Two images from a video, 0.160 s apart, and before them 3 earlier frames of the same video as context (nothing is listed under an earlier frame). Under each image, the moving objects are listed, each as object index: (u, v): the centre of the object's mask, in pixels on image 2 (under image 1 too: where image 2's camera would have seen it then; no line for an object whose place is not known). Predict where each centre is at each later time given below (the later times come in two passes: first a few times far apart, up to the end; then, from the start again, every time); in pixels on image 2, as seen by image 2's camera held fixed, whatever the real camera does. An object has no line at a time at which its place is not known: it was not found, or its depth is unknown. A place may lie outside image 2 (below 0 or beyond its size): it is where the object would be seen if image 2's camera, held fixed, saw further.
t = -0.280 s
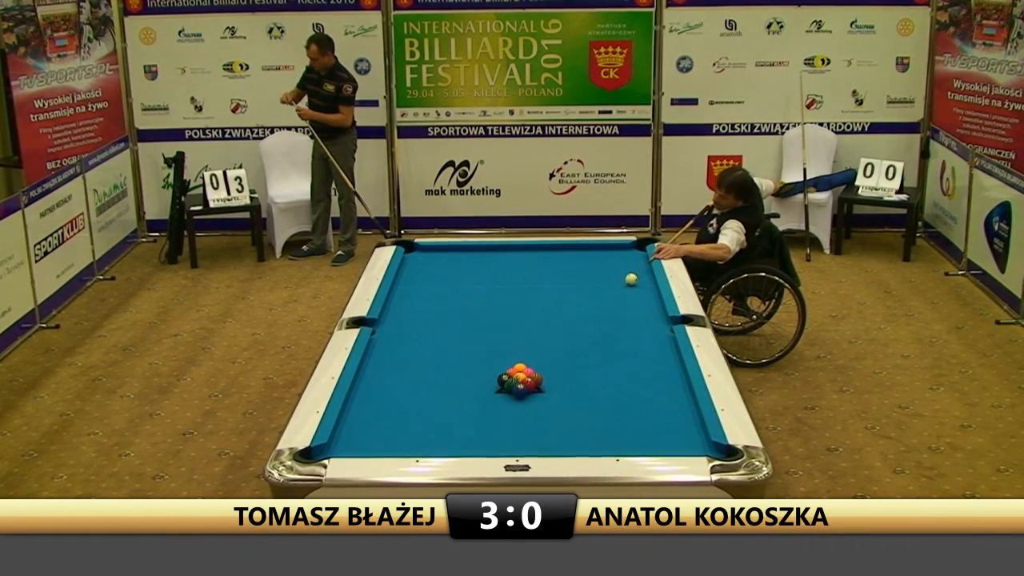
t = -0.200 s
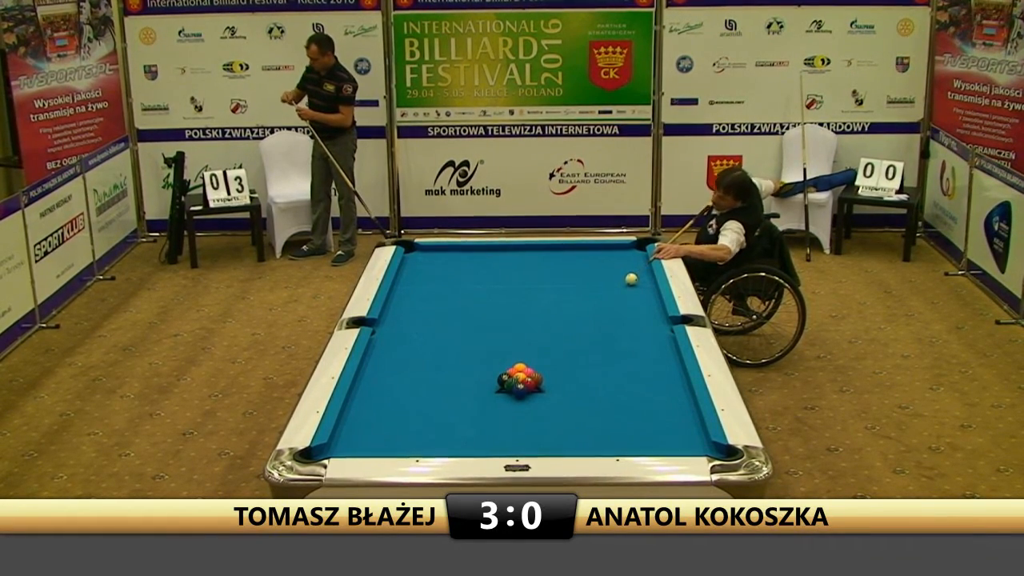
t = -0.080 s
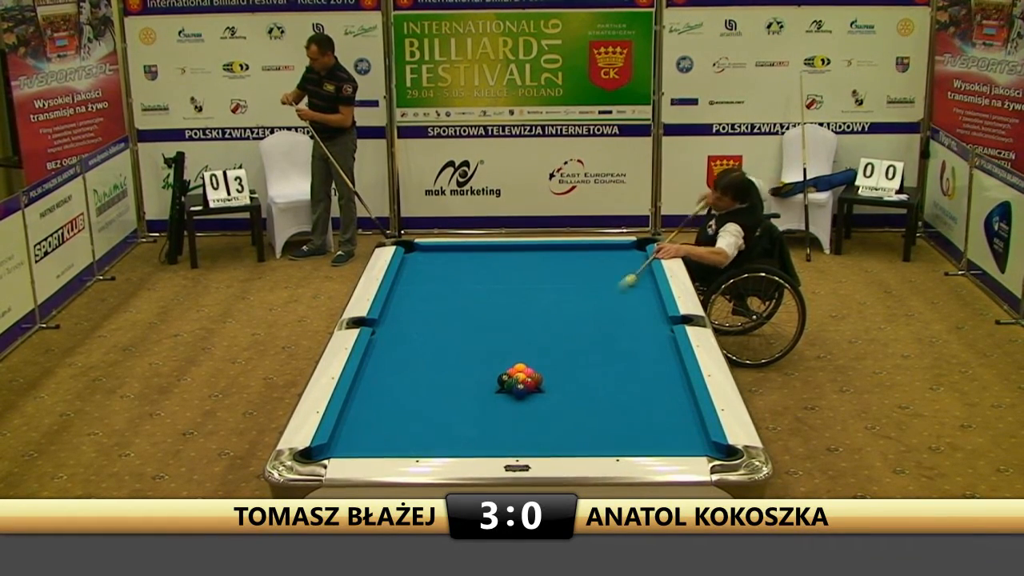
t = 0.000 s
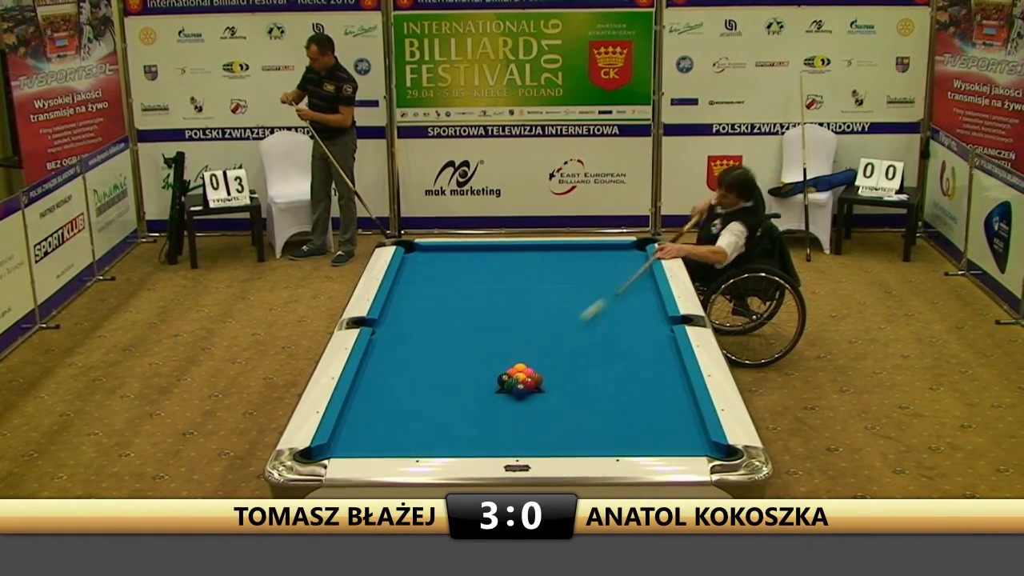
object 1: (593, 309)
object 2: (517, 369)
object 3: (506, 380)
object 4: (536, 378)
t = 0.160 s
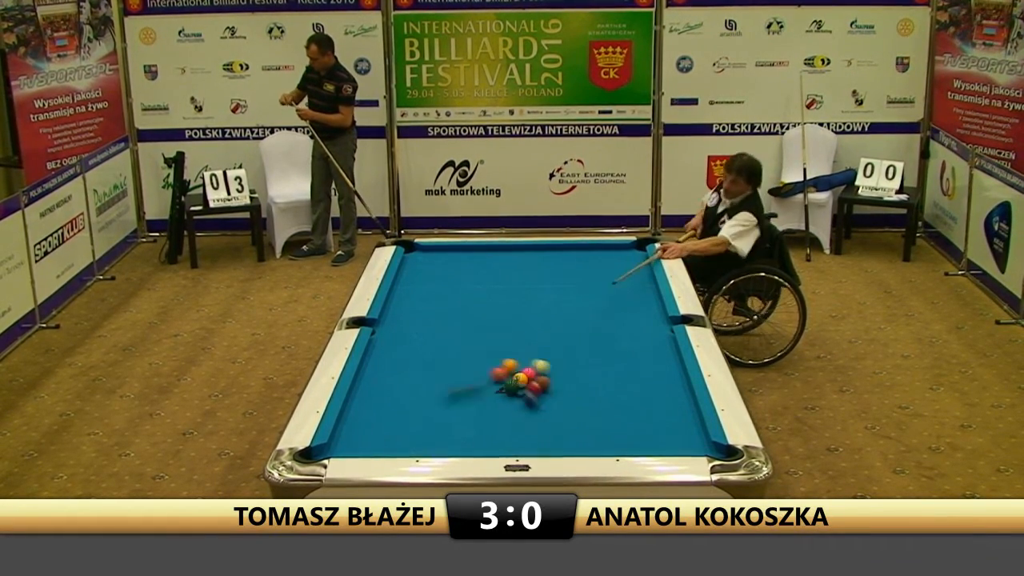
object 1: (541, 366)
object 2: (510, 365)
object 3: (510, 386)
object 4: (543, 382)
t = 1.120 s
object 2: (389, 311)
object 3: (498, 418)
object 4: (655, 403)
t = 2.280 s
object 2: (466, 275)
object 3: (488, 445)
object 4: (617, 380)
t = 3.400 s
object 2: (517, 252)
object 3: (491, 443)
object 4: (597, 368)
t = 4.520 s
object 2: (552, 253)
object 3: (491, 443)
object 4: (590, 364)
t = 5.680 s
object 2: (574, 259)
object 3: (491, 443)
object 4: (590, 363)
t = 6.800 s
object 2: (583, 261)
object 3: (491, 443)
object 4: (590, 363)
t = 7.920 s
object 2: (583, 261)
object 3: (491, 443)
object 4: (590, 363)
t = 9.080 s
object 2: (583, 261)
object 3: (491, 443)
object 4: (590, 363)
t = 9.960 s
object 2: (583, 261)
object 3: (491, 443)
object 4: (590, 363)
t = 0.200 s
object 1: (551, 368)
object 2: (501, 364)
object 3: (510, 388)
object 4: (549, 385)
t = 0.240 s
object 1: (561, 370)
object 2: (493, 362)
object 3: (509, 389)
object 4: (555, 387)
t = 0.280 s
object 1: (570, 372)
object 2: (487, 358)
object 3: (509, 390)
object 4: (560, 390)
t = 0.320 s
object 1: (579, 374)
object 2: (481, 356)
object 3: (509, 391)
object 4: (565, 393)
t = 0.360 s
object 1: (587, 375)
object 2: (475, 354)
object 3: (508, 392)
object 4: (570, 395)
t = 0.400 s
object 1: (594, 378)
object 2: (470, 351)
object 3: (507, 392)
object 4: (576, 397)
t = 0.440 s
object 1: (602, 380)
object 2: (464, 348)
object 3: (507, 394)
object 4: (582, 400)
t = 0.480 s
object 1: (610, 382)
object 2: (458, 346)
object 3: (506, 395)
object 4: (587, 402)
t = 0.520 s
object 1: (618, 384)
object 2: (453, 343)
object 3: (506, 396)
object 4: (593, 405)
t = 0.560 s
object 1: (625, 386)
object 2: (448, 341)
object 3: (505, 400)
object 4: (599, 407)
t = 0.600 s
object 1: (633, 388)
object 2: (443, 339)
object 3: (505, 400)
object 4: (604, 409)
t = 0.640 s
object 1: (642, 391)
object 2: (438, 336)
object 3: (505, 400)
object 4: (610, 411)
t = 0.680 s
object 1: (649, 393)
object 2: (433, 334)
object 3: (505, 400)
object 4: (616, 413)
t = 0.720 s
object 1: (657, 395)
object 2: (428, 332)
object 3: (505, 401)
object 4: (622, 413)
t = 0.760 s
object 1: (665, 397)
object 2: (423, 330)
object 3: (504, 401)
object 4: (629, 415)
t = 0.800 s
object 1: (674, 399)
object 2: (418, 327)
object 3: (502, 408)
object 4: (635, 413)
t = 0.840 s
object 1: (682, 402)
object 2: (413, 325)
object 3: (502, 409)
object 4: (642, 411)
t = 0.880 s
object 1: (689, 404)
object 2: (409, 323)
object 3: (501, 410)
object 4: (649, 410)
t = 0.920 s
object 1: (686, 405)
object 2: (404, 320)
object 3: (501, 412)
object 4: (656, 409)
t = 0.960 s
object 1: (682, 406)
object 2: (400, 318)
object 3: (500, 413)
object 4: (662, 408)
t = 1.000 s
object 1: (686, 407)
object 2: (396, 316)
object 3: (500, 414)
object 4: (662, 407)
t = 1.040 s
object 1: (691, 409)
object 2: (391, 314)
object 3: (500, 416)
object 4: (659, 405)
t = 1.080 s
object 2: (386, 313)
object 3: (499, 417)
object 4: (656, 404)
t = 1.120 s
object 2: (389, 311)
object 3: (498, 418)
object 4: (655, 403)
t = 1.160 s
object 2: (392, 309)
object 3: (498, 419)
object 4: (653, 402)
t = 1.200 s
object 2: (395, 308)
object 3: (498, 420)
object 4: (651, 401)
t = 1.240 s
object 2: (398, 306)
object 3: (497, 421)
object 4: (649, 400)
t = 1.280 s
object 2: (401, 305)
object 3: (497, 422)
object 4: (648, 399)
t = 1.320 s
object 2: (404, 304)
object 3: (496, 424)
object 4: (646, 398)
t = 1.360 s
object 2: (407, 302)
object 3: (496, 425)
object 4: (645, 397)
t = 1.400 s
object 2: (410, 301)
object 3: (495, 426)
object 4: (644, 397)
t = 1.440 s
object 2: (413, 300)
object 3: (495, 427)
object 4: (642, 396)
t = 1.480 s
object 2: (416, 298)
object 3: (495, 428)
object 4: (640, 395)
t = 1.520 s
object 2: (419, 297)
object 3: (494, 429)
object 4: (639, 394)
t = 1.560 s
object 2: (421, 296)
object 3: (493, 430)
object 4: (638, 393)
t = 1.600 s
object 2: (424, 294)
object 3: (493, 431)
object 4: (636, 392)
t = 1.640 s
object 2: (427, 293)
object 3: (492, 432)
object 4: (635, 391)
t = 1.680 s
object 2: (430, 292)
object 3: (492, 433)
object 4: (634, 390)
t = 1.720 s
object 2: (432, 291)
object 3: (492, 434)
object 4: (633, 390)
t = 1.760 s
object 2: (435, 290)
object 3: (491, 436)
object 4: (632, 390)
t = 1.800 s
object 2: (437, 288)
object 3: (491, 436)
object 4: (630, 388)
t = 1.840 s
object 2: (440, 287)
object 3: (491, 437)
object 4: (629, 388)
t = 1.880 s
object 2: (442, 286)
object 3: (490, 438)
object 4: (628, 387)
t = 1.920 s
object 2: (445, 285)
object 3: (490, 439)
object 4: (626, 386)
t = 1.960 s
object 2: (447, 284)
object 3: (490, 441)
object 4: (625, 385)
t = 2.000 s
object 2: (450, 283)
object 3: (490, 441)
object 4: (624, 384)
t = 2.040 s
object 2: (452, 282)
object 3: (489, 442)
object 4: (623, 384)
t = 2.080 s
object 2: (454, 280)
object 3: (489, 442)
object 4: (622, 383)
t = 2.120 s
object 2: (456, 280)
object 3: (489, 443)
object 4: (621, 383)
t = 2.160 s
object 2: (459, 278)
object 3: (489, 443)
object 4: (620, 382)
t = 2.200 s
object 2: (461, 277)
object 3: (489, 444)
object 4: (619, 381)
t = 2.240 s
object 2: (463, 276)
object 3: (488, 445)
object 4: (618, 381)
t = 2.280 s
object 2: (466, 275)
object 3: (488, 445)
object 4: (617, 380)
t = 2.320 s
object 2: (468, 274)
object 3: (488, 446)
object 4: (616, 380)
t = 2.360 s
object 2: (470, 273)
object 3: (488, 446)
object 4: (615, 379)
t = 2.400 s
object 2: (472, 272)
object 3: (488, 446)
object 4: (614, 378)
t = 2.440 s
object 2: (474, 271)
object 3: (488, 447)
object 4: (613, 378)
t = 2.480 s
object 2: (476, 271)
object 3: (488, 447)
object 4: (612, 377)
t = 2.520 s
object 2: (478, 269)
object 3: (488, 446)
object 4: (612, 376)
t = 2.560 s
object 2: (480, 268)
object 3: (488, 446)
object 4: (611, 376)
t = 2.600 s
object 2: (482, 268)
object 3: (488, 446)
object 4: (610, 376)
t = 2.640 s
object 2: (484, 267)
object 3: (488, 446)
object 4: (609, 375)
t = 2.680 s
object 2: (486, 266)
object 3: (488, 446)
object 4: (608, 375)
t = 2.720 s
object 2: (488, 265)
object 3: (488, 446)
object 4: (608, 374)
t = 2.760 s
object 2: (490, 264)
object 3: (488, 445)
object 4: (607, 374)
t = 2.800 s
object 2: (492, 263)
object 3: (488, 445)
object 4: (606, 373)
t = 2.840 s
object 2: (494, 262)
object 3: (489, 445)
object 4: (606, 373)
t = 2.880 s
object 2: (495, 262)
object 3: (489, 444)
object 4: (605, 373)
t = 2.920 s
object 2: (497, 261)
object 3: (489, 444)
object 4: (604, 372)
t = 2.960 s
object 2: (499, 260)
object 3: (489, 444)
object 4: (604, 371)
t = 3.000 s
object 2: (501, 259)
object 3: (489, 444)
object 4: (603, 371)
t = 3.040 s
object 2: (502, 258)
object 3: (489, 444)
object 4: (602, 371)
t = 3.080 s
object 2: (504, 258)
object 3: (490, 444)
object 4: (602, 370)
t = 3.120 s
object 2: (506, 257)
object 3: (490, 444)
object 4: (601, 370)
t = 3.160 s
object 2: (507, 256)
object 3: (490, 443)
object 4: (601, 369)
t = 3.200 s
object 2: (509, 255)
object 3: (490, 443)
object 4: (600, 369)
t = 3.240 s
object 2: (511, 255)
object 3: (490, 443)
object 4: (599, 369)
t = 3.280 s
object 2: (512, 254)
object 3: (490, 443)
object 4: (599, 369)
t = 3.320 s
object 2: (514, 253)
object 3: (491, 443)
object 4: (598, 368)
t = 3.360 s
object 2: (516, 252)
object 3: (491, 443)
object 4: (598, 368)
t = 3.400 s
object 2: (517, 252)
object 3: (491, 443)
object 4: (597, 368)
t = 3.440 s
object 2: (519, 251)
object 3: (491, 443)
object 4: (597, 367)
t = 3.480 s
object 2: (520, 250)
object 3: (491, 443)
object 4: (596, 367)
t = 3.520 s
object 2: (522, 249)
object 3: (491, 443)
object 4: (596, 367)
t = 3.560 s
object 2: (523, 249)
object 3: (491, 443)
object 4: (595, 367)
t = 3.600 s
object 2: (525, 248)
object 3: (491, 443)
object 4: (595, 366)
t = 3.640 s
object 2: (526, 248)
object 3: (492, 443)
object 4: (594, 366)
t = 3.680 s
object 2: (528, 247)
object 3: (491, 443)
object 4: (594, 366)
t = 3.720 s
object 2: (529, 247)
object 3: (491, 443)
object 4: (594, 366)
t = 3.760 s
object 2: (530, 248)
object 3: (491, 443)
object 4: (593, 366)
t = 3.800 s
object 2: (532, 248)
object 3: (491, 443)
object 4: (593, 366)
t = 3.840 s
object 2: (533, 248)
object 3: (491, 443)
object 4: (593, 366)
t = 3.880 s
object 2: (534, 248)
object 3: (491, 443)
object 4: (592, 365)
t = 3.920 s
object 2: (535, 249)
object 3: (492, 443)
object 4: (592, 365)
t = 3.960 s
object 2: (537, 248)
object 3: (491, 443)
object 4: (591, 365)
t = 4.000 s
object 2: (537, 249)
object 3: (491, 443)
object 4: (591, 365)
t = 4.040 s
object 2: (539, 249)
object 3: (491, 443)
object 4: (591, 364)
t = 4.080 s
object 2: (540, 250)
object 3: (491, 443)
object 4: (591, 364)
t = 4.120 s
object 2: (541, 250)
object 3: (491, 443)
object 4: (591, 364)
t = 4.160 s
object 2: (542, 251)
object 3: (491, 443)
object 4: (591, 364)
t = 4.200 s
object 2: (543, 251)
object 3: (491, 443)
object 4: (590, 364)
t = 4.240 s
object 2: (544, 251)
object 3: (491, 443)
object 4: (590, 364)
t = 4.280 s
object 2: (545, 251)
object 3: (491, 443)
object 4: (590, 364)
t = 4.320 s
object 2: (547, 251)
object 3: (491, 443)
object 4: (590, 364)
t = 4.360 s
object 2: (548, 252)
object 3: (491, 443)
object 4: (590, 364)
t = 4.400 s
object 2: (549, 252)
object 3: (491, 443)
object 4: (590, 364)
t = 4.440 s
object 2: (550, 252)
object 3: (491, 443)
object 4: (590, 364)
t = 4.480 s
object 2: (551, 253)
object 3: (491, 443)
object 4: (590, 364)
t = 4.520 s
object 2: (552, 253)
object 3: (491, 443)
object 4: (590, 364)
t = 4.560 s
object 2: (553, 253)
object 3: (491, 443)
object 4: (590, 364)
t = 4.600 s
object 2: (554, 254)
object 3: (491, 443)
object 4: (590, 364)
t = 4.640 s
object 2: (555, 254)
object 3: (491, 443)
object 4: (590, 364)
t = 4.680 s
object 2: (556, 254)
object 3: (491, 443)
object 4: (590, 363)
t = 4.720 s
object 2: (557, 254)
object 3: (491, 443)
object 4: (590, 363)
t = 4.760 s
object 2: (557, 254)
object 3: (491, 443)
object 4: (590, 363)
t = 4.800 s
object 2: (558, 255)
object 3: (491, 443)
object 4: (590, 363)
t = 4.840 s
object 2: (559, 255)
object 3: (491, 443)
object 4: (590, 363)
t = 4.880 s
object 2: (560, 255)
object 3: (491, 443)
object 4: (590, 363)
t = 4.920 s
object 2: (561, 256)
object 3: (491, 443)
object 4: (590, 363)
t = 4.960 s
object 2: (562, 256)
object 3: (491, 443)
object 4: (590, 364)
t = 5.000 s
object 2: (563, 256)
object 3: (491, 443)
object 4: (590, 363)
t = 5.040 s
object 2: (563, 256)
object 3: (491, 443)
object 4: (590, 363)
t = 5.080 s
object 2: (565, 256)
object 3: (491, 443)
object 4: (590, 363)
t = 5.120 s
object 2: (565, 256)
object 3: (491, 443)
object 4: (590, 363)
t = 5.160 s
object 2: (566, 257)
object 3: (491, 443)
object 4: (590, 363)
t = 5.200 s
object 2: (567, 257)
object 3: (491, 443)
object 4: (590, 363)
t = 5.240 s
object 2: (567, 257)
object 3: (491, 443)
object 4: (590, 363)
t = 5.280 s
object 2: (568, 258)
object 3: (491, 443)
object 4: (590, 363)
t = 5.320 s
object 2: (569, 258)
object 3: (491, 443)
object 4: (590, 363)
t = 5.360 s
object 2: (570, 258)
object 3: (491, 443)
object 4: (590, 363)
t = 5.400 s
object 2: (570, 258)
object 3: (491, 443)
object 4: (590, 363)
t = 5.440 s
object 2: (571, 258)
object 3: (491, 443)
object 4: (590, 363)
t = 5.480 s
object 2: (571, 258)
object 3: (491, 443)
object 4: (590, 363)
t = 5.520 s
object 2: (571, 258)
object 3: (491, 443)
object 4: (590, 363)
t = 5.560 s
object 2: (572, 258)
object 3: (491, 443)
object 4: (590, 363)
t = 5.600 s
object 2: (573, 259)
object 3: (491, 443)
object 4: (590, 363)
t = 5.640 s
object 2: (573, 259)
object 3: (491, 443)
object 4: (590, 363)
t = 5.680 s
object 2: (574, 259)
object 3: (491, 443)
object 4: (590, 363)
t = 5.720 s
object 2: (575, 259)
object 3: (491, 443)
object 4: (590, 363)
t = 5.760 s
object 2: (575, 259)
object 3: (491, 443)
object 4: (590, 363)
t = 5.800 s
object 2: (576, 259)
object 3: (491, 443)
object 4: (590, 363)
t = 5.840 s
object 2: (576, 259)
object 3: (491, 443)
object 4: (590, 363)
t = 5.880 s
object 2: (577, 259)
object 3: (491, 443)
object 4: (590, 363)
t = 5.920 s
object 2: (577, 259)
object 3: (491, 443)
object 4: (590, 363)
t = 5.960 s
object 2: (577, 260)
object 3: (491, 443)
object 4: (590, 363)
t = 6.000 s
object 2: (578, 260)
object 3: (491, 443)
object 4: (590, 363)
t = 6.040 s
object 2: (578, 260)
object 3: (491, 443)
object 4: (590, 363)
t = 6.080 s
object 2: (579, 260)
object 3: (491, 443)
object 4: (590, 363)
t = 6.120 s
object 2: (579, 260)
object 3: (491, 443)
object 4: (590, 363)
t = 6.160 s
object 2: (580, 260)
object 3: (491, 443)
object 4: (590, 363)
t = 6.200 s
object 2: (580, 260)
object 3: (491, 443)
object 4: (590, 363)
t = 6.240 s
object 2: (580, 260)
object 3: (491, 443)
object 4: (590, 363)
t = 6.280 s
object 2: (580, 260)
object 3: (491, 443)
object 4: (590, 363)
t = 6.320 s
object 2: (581, 260)
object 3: (491, 443)
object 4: (590, 363)
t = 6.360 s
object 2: (581, 260)
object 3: (491, 443)
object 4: (590, 363)
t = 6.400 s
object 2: (582, 260)
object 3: (491, 443)
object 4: (590, 363)
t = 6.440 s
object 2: (582, 260)
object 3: (491, 443)
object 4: (590, 363)
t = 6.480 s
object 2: (582, 260)
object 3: (491, 443)
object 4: (590, 363)
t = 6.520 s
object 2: (582, 261)
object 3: (491, 443)
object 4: (590, 363)
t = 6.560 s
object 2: (582, 260)
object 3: (491, 443)
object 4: (590, 363)
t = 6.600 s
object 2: (582, 261)
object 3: (491, 443)
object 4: (590, 363)
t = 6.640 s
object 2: (582, 261)
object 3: (491, 443)
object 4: (590, 363)
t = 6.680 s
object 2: (582, 261)
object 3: (491, 443)
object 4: (590, 363)
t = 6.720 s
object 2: (583, 261)
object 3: (491, 443)
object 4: (590, 363)
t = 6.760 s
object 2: (583, 261)
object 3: (491, 443)
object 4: (590, 363)
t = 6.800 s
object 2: (583, 261)
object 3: (491, 443)
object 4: (590, 363)
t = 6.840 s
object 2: (583, 261)
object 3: (491, 443)
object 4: (590, 363)
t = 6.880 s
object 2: (583, 261)
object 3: (491, 443)
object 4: (590, 363)
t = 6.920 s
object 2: (583, 261)
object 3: (491, 443)
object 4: (590, 363)
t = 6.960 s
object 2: (583, 261)
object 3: (491, 443)
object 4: (590, 363)
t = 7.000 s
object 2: (583, 261)
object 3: (491, 443)
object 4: (590, 363)
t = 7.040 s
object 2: (583, 261)
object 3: (491, 443)
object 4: (590, 363)
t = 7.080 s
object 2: (583, 261)
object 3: (491, 443)
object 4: (590, 363)
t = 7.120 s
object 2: (583, 261)
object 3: (491, 443)
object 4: (590, 363)
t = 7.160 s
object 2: (583, 261)
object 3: (491, 443)
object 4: (590, 363)
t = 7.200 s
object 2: (583, 261)
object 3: (491, 443)
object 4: (590, 363)
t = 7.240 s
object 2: (583, 261)
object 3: (491, 443)
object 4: (590, 363)
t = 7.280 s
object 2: (583, 261)
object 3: (491, 443)
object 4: (590, 363)
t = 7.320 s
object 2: (583, 261)
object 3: (491, 443)
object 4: (590, 363)
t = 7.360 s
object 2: (583, 261)
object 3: (491, 443)
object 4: (590, 363)
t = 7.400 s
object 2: (583, 261)
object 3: (491, 443)
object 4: (590, 363)
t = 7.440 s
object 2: (583, 261)
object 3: (491, 443)
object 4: (590, 363)
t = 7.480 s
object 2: (583, 261)
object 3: (491, 443)
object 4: (590, 363)
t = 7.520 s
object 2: (583, 261)
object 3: (491, 443)
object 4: (590, 363)
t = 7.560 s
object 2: (583, 261)
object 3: (491, 443)
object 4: (590, 363)
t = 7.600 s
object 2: (583, 261)
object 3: (491, 443)
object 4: (590, 363)
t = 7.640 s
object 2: (583, 261)
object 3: (491, 443)
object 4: (590, 363)
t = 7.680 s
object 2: (583, 261)
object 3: (491, 443)
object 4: (590, 363)
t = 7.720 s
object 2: (583, 261)
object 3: (491, 443)
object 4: (590, 363)
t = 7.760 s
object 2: (583, 261)
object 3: (491, 443)
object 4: (590, 363)
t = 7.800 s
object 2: (583, 261)
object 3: (491, 443)
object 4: (590, 363)
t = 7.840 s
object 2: (583, 261)
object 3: (491, 443)
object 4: (590, 363)
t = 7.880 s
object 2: (583, 261)
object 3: (491, 443)
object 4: (590, 363)
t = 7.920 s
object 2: (583, 261)
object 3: (491, 443)
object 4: (590, 363)
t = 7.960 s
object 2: (583, 261)
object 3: (491, 443)
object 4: (590, 363)
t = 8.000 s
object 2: (583, 261)
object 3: (491, 443)
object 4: (590, 363)
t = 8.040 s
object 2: (583, 261)
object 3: (491, 443)
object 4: (590, 363)
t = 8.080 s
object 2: (583, 261)
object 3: (491, 443)
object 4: (590, 363)
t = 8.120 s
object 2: (583, 261)
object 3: (491, 443)
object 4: (590, 363)
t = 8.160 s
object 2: (583, 261)
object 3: (491, 443)
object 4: (590, 363)
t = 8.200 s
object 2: (583, 261)
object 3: (491, 443)
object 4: (590, 363)
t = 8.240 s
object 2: (583, 261)
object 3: (491, 443)
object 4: (590, 363)
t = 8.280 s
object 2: (583, 261)
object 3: (491, 443)
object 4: (590, 363)
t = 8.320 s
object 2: (583, 261)
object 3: (491, 443)
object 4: (590, 363)
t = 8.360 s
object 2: (583, 261)
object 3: (491, 443)
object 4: (590, 363)
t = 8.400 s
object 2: (583, 261)
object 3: (491, 443)
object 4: (590, 363)
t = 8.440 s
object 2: (583, 261)
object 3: (491, 443)
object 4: (590, 363)
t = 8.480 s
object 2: (583, 261)
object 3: (491, 443)
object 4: (590, 363)
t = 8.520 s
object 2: (583, 261)
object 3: (491, 443)
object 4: (590, 363)
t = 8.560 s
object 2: (583, 261)
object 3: (491, 443)
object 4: (590, 363)
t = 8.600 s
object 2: (583, 261)
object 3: (491, 443)
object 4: (590, 363)
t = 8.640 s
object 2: (583, 261)
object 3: (491, 443)
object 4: (590, 363)
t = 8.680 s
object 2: (583, 261)
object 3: (491, 443)
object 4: (590, 363)
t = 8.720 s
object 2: (583, 261)
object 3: (491, 443)
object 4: (590, 363)
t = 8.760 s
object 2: (583, 261)
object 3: (491, 443)
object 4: (590, 363)
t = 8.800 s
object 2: (583, 261)
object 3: (491, 443)
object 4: (590, 363)
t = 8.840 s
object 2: (583, 261)
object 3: (491, 443)
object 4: (590, 363)
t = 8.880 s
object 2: (583, 261)
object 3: (491, 443)
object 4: (590, 363)
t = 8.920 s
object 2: (583, 261)
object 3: (491, 443)
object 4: (590, 363)
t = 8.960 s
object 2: (583, 261)
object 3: (491, 443)
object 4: (590, 363)
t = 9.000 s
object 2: (583, 261)
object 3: (491, 443)
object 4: (590, 363)
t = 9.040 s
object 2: (583, 261)
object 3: (491, 443)
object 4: (590, 363)
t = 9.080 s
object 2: (583, 261)
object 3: (491, 443)
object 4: (590, 363)
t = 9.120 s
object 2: (583, 261)
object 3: (491, 443)
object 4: (590, 363)
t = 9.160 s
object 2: (583, 261)
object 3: (491, 443)
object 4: (590, 363)
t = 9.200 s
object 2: (583, 261)
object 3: (491, 443)
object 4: (590, 363)
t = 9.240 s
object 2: (583, 261)
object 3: (491, 443)
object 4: (590, 363)
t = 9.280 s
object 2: (583, 261)
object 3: (491, 443)
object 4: (590, 363)
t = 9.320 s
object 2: (583, 261)
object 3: (491, 443)
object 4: (590, 363)
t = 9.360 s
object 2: (583, 261)
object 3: (491, 443)
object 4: (590, 363)
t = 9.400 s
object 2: (583, 261)
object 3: (491, 443)
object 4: (590, 363)
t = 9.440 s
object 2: (583, 261)
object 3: (491, 443)
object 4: (590, 363)
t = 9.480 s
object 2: (583, 261)
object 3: (491, 443)
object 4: (590, 363)
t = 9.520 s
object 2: (583, 261)
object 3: (491, 443)
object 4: (590, 363)
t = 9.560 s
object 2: (583, 261)
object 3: (491, 443)
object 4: (590, 363)
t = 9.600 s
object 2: (583, 261)
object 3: (491, 443)
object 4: (590, 363)
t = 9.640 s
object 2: (583, 261)
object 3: (491, 443)
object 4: (590, 363)
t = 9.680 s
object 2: (583, 261)
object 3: (491, 443)
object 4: (590, 363)
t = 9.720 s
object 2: (583, 261)
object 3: (491, 443)
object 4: (590, 363)
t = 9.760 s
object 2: (583, 261)
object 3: (491, 443)
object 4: (590, 363)
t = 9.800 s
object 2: (583, 261)
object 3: (491, 443)
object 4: (590, 363)
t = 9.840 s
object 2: (583, 261)
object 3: (491, 443)
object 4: (590, 363)
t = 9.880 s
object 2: (583, 261)
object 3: (491, 443)
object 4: (590, 363)
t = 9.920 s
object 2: (583, 261)
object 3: (491, 443)
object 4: (590, 363)
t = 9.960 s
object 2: (583, 261)
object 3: (491, 443)
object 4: (590, 363)
